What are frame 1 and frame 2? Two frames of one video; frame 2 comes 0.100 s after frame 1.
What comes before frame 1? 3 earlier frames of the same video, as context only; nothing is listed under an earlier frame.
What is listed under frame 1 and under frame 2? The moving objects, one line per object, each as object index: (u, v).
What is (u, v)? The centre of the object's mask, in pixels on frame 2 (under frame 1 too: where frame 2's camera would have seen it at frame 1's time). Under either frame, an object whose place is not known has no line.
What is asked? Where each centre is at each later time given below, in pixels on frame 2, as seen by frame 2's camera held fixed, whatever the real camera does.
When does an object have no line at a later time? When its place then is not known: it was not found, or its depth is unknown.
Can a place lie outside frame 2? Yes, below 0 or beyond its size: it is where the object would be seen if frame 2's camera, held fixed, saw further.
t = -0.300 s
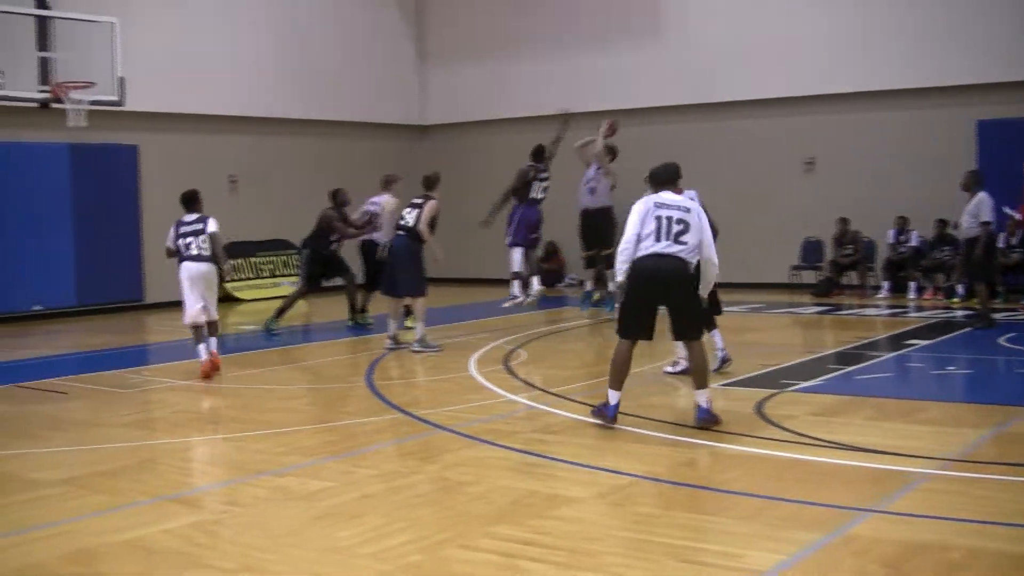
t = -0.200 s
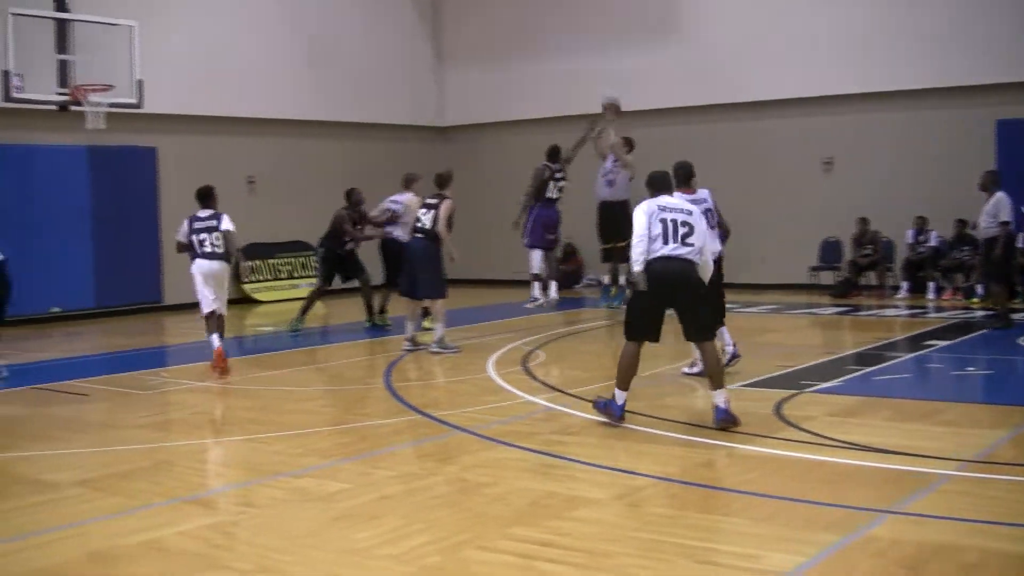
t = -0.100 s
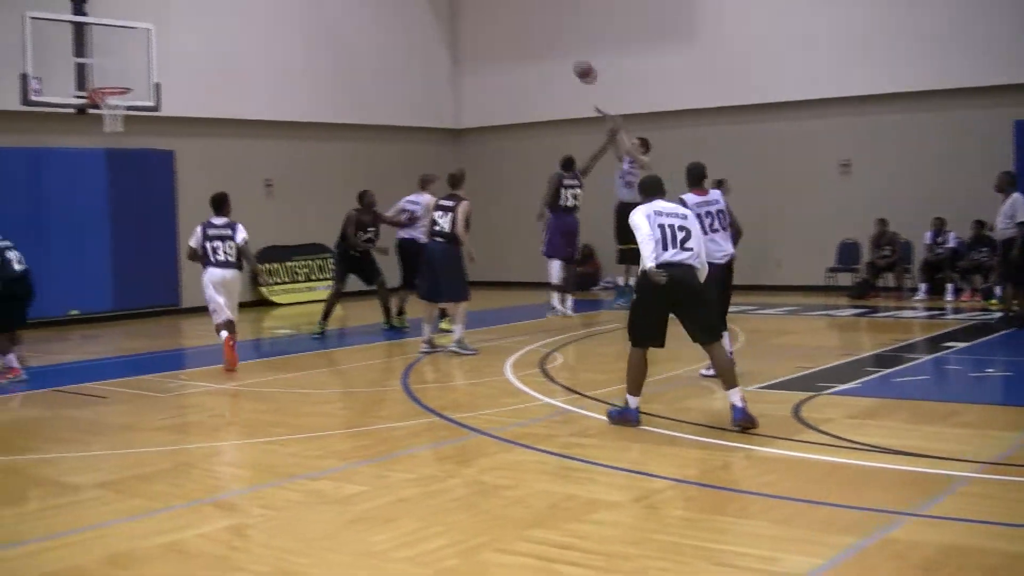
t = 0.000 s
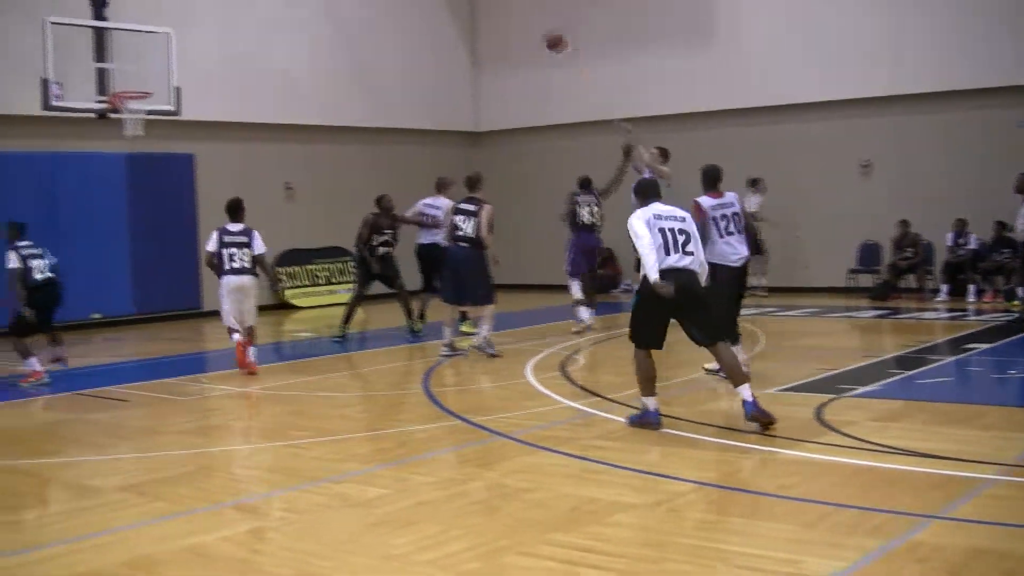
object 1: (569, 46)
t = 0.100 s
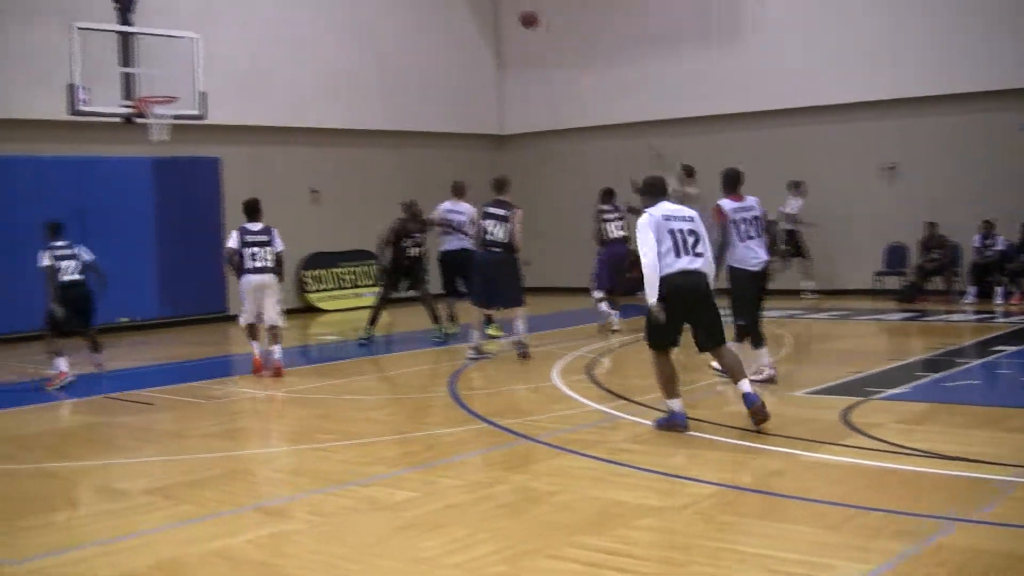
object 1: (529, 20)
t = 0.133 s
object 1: (517, 13)
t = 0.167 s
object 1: (504, 5)
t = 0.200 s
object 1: (493, 1)
